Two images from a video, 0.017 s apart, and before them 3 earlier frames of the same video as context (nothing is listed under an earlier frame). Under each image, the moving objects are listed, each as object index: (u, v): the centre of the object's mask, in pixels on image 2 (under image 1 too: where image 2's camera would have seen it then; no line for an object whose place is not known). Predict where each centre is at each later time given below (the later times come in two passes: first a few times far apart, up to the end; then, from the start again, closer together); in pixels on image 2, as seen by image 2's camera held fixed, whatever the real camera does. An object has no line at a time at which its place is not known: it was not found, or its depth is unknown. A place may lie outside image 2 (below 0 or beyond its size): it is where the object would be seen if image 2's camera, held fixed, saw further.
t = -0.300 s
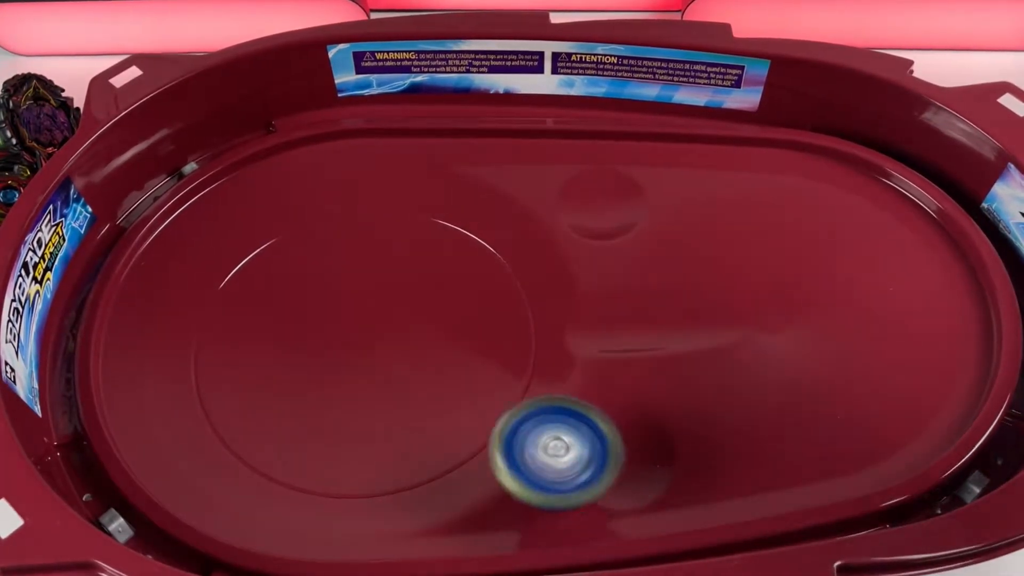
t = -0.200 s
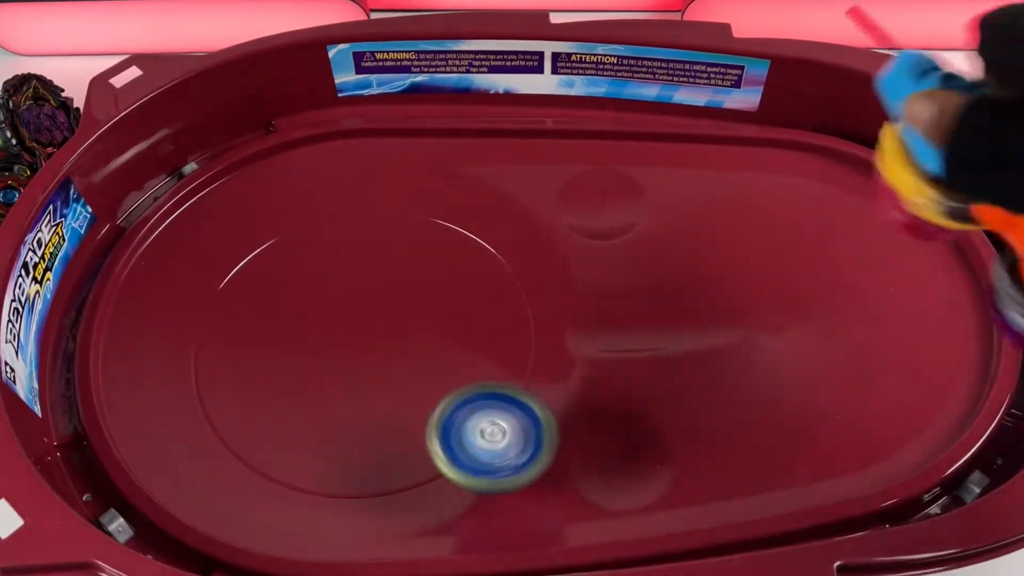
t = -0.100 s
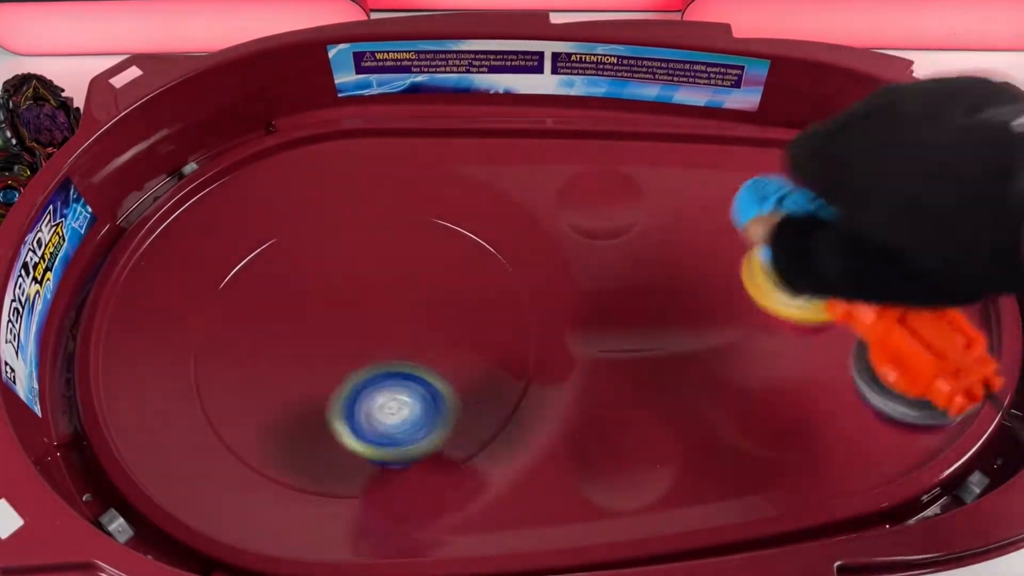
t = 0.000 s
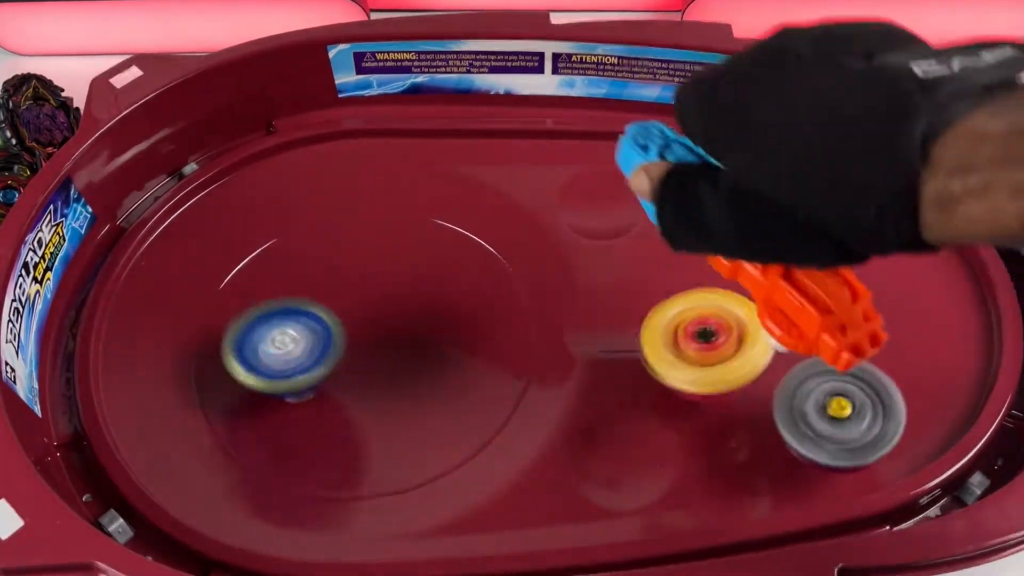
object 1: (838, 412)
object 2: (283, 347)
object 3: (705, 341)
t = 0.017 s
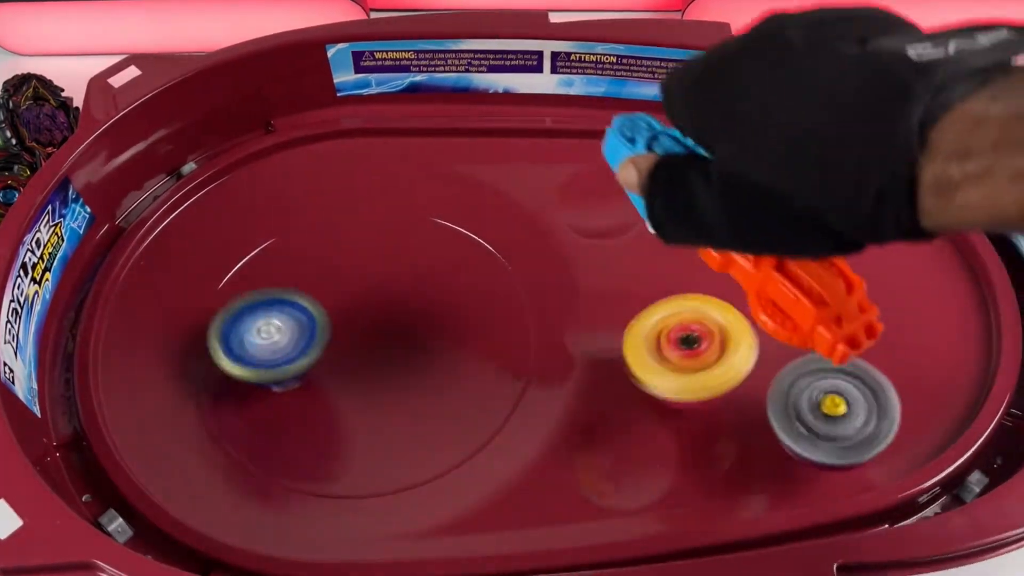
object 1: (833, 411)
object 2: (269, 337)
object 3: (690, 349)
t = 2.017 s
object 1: (367, 363)
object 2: (303, 194)
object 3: (197, 255)
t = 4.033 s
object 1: (638, 286)
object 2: (417, 241)
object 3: (154, 296)
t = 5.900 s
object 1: (146, 306)
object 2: (296, 391)
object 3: (477, 321)
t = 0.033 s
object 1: (827, 410)
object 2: (256, 325)
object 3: (672, 358)
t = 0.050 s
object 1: (819, 415)
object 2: (245, 311)
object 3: (653, 371)
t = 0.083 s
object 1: (803, 419)
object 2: (227, 283)
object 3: (616, 387)
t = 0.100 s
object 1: (797, 416)
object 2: (221, 270)
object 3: (597, 397)
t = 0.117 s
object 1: (789, 416)
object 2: (216, 257)
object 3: (578, 406)
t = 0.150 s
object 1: (773, 420)
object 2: (212, 234)
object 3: (542, 428)
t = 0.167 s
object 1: (766, 420)
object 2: (213, 223)
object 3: (524, 441)
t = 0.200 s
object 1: (753, 419)
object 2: (219, 207)
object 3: (485, 463)
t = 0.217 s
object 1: (748, 419)
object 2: (225, 201)
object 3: (466, 473)
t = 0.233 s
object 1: (743, 419)
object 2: (232, 196)
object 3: (446, 481)
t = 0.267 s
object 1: (734, 421)
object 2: (252, 191)
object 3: (407, 496)
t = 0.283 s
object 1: (729, 423)
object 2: (263, 190)
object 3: (387, 498)
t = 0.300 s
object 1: (725, 423)
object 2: (276, 191)
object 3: (369, 496)
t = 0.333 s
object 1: (716, 428)
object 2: (304, 197)
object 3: (334, 490)
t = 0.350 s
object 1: (712, 431)
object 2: (319, 200)
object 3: (319, 483)
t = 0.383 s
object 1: (702, 436)
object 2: (352, 213)
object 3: (291, 468)
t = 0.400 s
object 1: (697, 439)
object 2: (368, 220)
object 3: (279, 459)
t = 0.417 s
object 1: (692, 443)
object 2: (384, 228)
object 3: (268, 447)
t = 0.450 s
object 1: (681, 449)
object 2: (418, 246)
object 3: (251, 421)
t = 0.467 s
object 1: (676, 451)
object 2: (434, 256)
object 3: (244, 406)
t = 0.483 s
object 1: (670, 454)
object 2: (449, 267)
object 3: (238, 391)
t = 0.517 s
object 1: (654, 457)
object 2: (476, 291)
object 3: (231, 359)
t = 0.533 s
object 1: (645, 457)
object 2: (487, 304)
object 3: (230, 343)
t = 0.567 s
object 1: (624, 452)
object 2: (505, 331)
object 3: (233, 310)
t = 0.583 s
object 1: (613, 448)
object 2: (510, 345)
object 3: (235, 294)
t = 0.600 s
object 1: (603, 442)
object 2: (514, 359)
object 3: (239, 280)
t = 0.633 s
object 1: (610, 452)
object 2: (497, 367)
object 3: (251, 254)
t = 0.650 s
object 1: (618, 459)
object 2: (484, 372)
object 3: (258, 243)
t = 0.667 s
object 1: (626, 464)
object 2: (473, 380)
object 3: (266, 232)
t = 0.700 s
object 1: (640, 470)
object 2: (448, 396)
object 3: (284, 217)
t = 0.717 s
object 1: (646, 469)
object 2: (431, 397)
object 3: (295, 213)
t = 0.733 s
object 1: (651, 470)
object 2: (413, 401)
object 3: (306, 211)
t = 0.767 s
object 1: (658, 470)
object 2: (373, 402)
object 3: (329, 208)
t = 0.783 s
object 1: (659, 471)
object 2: (353, 400)
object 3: (340, 209)
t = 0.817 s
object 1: (659, 471)
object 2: (311, 391)
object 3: (362, 215)
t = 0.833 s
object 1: (657, 471)
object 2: (290, 386)
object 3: (373, 220)
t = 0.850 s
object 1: (654, 469)
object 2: (271, 378)
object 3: (382, 226)
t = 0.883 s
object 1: (649, 466)
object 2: (236, 359)
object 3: (401, 242)
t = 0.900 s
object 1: (645, 464)
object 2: (221, 348)
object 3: (409, 250)
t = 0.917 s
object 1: (640, 460)
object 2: (207, 336)
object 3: (415, 260)
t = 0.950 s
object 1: (629, 449)
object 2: (185, 313)
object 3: (427, 282)
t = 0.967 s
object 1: (623, 442)
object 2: (177, 301)
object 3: (431, 293)
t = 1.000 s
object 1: (612, 428)
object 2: (167, 277)
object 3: (434, 317)
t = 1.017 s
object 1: (606, 421)
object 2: (167, 266)
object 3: (434, 328)
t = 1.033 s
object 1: (600, 416)
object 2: (168, 256)
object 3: (432, 339)
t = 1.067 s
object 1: (590, 407)
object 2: (176, 237)
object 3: (424, 361)
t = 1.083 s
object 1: (585, 405)
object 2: (183, 230)
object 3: (419, 370)
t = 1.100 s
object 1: (582, 404)
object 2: (192, 222)
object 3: (412, 379)
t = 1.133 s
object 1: (576, 407)
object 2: (217, 213)
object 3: (398, 393)
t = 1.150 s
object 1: (573, 410)
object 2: (231, 209)
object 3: (390, 400)
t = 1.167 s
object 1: (572, 413)
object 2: (247, 207)
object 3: (382, 405)
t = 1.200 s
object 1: (570, 423)
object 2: (281, 206)
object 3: (368, 413)
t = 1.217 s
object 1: (570, 429)
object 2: (299, 206)
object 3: (361, 416)
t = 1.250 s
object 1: (574, 441)
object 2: (337, 210)
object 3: (348, 419)
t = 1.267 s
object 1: (576, 447)
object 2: (356, 213)
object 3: (342, 420)
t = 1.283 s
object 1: (580, 452)
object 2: (376, 216)
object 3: (336, 420)
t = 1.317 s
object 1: (588, 463)
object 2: (415, 225)
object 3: (327, 418)
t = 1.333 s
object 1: (591, 467)
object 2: (434, 231)
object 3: (322, 416)
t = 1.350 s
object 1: (593, 471)
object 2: (451, 239)
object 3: (319, 414)
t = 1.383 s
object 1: (595, 478)
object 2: (482, 257)
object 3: (313, 407)
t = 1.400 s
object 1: (594, 481)
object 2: (495, 267)
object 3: (311, 403)
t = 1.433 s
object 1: (588, 480)
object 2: (516, 291)
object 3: (308, 394)
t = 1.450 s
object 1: (585, 479)
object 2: (524, 304)
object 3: (307, 389)
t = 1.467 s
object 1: (581, 477)
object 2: (527, 317)
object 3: (307, 384)
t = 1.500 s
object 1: (569, 473)
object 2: (530, 346)
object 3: (307, 373)
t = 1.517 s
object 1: (562, 470)
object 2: (527, 361)
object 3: (308, 368)
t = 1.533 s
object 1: (558, 486)
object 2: (519, 364)
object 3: (309, 362)
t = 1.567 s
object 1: (547, 500)
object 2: (496, 352)
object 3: (311, 350)
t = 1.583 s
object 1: (540, 488)
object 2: (481, 348)
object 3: (313, 344)
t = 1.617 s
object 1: (524, 461)
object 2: (448, 337)
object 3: (317, 333)
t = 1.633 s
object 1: (517, 448)
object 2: (432, 331)
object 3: (319, 326)
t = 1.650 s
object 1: (509, 435)
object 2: (431, 325)
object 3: (305, 317)
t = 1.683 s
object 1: (493, 416)
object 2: (431, 315)
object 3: (275, 300)
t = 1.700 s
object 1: (484, 407)
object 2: (430, 311)
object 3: (261, 292)
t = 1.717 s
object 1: (472, 395)
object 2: (428, 307)
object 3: (248, 283)
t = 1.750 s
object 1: (453, 379)
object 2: (416, 291)
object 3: (226, 269)
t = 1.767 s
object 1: (445, 376)
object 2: (409, 279)
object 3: (217, 261)
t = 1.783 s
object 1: (437, 373)
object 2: (401, 267)
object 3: (209, 257)
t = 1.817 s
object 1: (418, 365)
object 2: (383, 245)
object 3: (198, 249)
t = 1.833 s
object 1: (408, 361)
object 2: (374, 237)
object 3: (195, 247)
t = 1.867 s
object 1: (389, 352)
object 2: (357, 219)
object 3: (193, 247)
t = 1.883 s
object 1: (380, 349)
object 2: (348, 212)
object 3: (194, 249)
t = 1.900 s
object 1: (370, 345)
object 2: (340, 206)
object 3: (197, 252)
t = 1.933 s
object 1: (350, 337)
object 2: (324, 199)
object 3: (207, 261)
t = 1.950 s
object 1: (340, 333)
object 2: (318, 197)
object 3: (214, 266)
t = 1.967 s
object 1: (331, 330)
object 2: (312, 196)
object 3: (222, 273)
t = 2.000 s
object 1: (343, 344)
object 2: (303, 197)
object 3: (215, 264)
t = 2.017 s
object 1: (367, 363)
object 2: (303, 194)
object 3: (197, 255)
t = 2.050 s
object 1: (413, 395)
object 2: (304, 193)
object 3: (165, 235)
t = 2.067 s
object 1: (434, 408)
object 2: (307, 194)
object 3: (155, 227)
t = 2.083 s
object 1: (454, 421)
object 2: (310, 196)
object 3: (149, 221)
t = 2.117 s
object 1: (490, 440)
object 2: (316, 205)
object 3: (142, 220)
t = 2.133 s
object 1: (506, 448)
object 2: (320, 211)
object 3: (141, 221)
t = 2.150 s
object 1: (523, 460)
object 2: (325, 218)
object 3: (141, 222)
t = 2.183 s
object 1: (555, 484)
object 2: (335, 235)
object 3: (148, 230)
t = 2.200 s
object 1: (570, 492)
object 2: (340, 246)
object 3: (154, 235)
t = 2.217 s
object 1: (585, 501)
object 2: (346, 256)
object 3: (163, 245)
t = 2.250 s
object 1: (610, 496)
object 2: (358, 278)
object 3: (185, 263)
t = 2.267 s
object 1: (622, 493)
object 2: (363, 291)
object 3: (200, 272)
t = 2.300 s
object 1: (645, 483)
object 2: (374, 314)
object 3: (232, 292)
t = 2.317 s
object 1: (656, 479)
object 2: (378, 326)
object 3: (251, 301)
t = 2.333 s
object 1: (667, 472)
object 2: (382, 337)
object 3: (269, 312)
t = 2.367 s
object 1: (684, 459)
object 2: (412, 357)
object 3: (286, 324)
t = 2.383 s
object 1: (692, 452)
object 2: (429, 367)
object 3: (291, 330)
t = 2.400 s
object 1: (698, 446)
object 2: (444, 377)
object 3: (298, 335)
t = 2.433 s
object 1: (708, 434)
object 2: (471, 391)
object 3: (313, 344)
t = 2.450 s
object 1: (711, 429)
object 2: (482, 399)
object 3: (321, 348)
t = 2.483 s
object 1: (714, 420)
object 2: (497, 409)
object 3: (338, 353)
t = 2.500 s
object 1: (714, 416)
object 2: (502, 414)
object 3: (346, 354)
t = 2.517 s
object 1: (713, 413)
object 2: (505, 418)
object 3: (357, 354)
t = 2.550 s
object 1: (711, 406)
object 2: (505, 425)
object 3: (372, 355)
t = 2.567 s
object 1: (710, 403)
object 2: (503, 429)
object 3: (381, 354)
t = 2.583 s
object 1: (709, 400)
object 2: (497, 431)
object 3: (389, 353)
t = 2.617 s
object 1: (709, 393)
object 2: (484, 433)
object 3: (404, 348)
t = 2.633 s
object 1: (708, 391)
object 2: (475, 434)
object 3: (411, 346)
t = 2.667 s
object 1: (709, 384)
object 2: (450, 432)
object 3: (422, 338)
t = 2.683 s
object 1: (709, 382)
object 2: (436, 430)
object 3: (427, 334)
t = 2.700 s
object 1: (710, 379)
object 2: (419, 427)
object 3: (431, 331)
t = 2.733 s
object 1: (712, 373)
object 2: (386, 414)
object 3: (437, 323)
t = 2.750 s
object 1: (713, 370)
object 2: (368, 407)
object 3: (438, 319)
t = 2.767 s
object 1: (714, 367)
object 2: (351, 397)
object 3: (438, 315)
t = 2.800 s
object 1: (716, 361)
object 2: (317, 373)
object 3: (438, 307)
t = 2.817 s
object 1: (717, 358)
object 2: (300, 361)
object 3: (436, 303)
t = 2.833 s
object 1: (717, 356)
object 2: (285, 346)
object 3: (434, 300)
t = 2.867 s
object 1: (720, 351)
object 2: (259, 315)
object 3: (427, 292)
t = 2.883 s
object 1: (721, 348)
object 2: (248, 300)
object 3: (423, 290)
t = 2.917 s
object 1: (724, 343)
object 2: (231, 267)
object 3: (413, 285)
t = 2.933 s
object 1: (726, 341)
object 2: (225, 254)
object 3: (408, 283)
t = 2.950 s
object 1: (727, 339)
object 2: (221, 239)
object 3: (402, 281)
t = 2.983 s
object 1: (731, 334)
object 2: (217, 212)
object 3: (390, 279)
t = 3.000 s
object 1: (732, 332)
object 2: (218, 201)
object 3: (383, 279)
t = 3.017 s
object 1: (733, 329)
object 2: (221, 191)
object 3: (378, 279)
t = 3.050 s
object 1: (736, 326)
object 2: (230, 176)
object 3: (367, 279)
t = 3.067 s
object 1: (738, 324)
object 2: (237, 170)
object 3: (362, 281)
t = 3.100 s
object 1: (742, 320)
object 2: (254, 163)
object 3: (354, 283)
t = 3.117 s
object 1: (744, 319)
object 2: (263, 162)
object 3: (350, 286)
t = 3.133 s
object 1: (746, 317)
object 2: (275, 162)
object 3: (348, 287)
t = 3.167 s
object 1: (751, 314)
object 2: (299, 167)
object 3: (344, 294)
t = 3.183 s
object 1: (752, 312)
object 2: (313, 172)
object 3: (342, 297)
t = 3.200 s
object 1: (755, 310)
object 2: (326, 177)
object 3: (342, 301)
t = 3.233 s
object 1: (760, 308)
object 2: (355, 192)
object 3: (343, 309)
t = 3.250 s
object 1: (764, 306)
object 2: (370, 201)
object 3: (345, 313)
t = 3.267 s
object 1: (767, 305)
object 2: (384, 211)
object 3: (348, 317)
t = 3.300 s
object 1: (774, 302)
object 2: (412, 232)
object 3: (353, 326)
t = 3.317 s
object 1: (777, 300)
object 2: (425, 243)
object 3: (357, 330)
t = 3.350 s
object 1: (782, 295)
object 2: (455, 250)
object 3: (354, 352)
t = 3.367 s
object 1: (783, 292)
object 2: (469, 254)
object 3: (352, 365)
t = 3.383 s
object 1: (784, 289)
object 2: (482, 259)
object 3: (350, 375)
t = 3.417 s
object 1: (782, 283)
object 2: (502, 272)
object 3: (349, 395)
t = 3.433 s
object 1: (781, 280)
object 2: (508, 280)
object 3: (348, 403)
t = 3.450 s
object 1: (778, 277)
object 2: (514, 288)
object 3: (348, 410)
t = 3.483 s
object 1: (771, 272)
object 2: (517, 306)
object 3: (350, 424)
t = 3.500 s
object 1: (767, 271)
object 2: (517, 317)
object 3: (350, 429)
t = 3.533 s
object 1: (759, 271)
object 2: (508, 339)
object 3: (353, 436)
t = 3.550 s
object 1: (755, 271)
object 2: (501, 349)
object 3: (354, 439)
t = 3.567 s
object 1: (751, 272)
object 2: (492, 361)
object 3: (355, 440)
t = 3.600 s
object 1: (743, 274)
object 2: (469, 381)
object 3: (359, 440)
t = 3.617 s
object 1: (738, 277)
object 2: (465, 385)
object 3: (346, 442)
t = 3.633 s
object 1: (734, 280)
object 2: (464, 386)
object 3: (328, 446)
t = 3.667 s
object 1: (724, 287)
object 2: (455, 388)
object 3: (297, 448)
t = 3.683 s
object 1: (719, 290)
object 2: (450, 389)
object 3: (281, 447)
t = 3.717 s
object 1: (709, 297)
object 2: (434, 389)
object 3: (253, 442)
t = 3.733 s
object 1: (704, 299)
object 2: (425, 388)
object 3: (241, 438)
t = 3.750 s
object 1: (699, 301)
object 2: (413, 386)
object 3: (232, 431)
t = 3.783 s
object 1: (690, 303)
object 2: (393, 381)
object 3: (217, 417)
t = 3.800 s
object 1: (686, 302)
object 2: (381, 377)
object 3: (211, 409)
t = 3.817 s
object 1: (681, 302)
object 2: (371, 372)
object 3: (208, 400)
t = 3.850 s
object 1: (673, 300)
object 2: (348, 360)
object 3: (209, 381)
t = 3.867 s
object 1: (669, 298)
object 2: (338, 353)
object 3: (212, 372)
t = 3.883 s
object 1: (666, 296)
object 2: (331, 345)
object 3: (214, 363)
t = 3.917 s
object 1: (662, 291)
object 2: (344, 322)
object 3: (190, 345)
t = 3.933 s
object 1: (659, 290)
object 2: (355, 310)
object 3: (178, 336)
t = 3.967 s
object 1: (653, 287)
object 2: (376, 284)
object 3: (161, 320)
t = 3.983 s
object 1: (650, 287)
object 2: (387, 272)
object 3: (156, 312)
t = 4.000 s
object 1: (646, 286)
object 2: (397, 260)
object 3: (153, 305)
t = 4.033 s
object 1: (638, 286)
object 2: (417, 241)
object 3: (154, 296)
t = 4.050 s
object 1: (634, 287)
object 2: (425, 231)
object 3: (158, 292)
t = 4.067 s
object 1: (628, 288)
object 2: (433, 224)
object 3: (163, 289)
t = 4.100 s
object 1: (619, 291)
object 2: (447, 212)
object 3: (181, 287)
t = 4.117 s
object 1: (615, 292)
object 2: (454, 208)
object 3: (192, 287)
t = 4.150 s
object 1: (606, 294)
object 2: (463, 204)
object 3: (220, 291)
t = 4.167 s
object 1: (601, 295)
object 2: (467, 205)
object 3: (235, 293)
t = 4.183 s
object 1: (597, 296)
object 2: (469, 206)
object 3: (253, 296)
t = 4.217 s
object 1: (590, 297)
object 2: (472, 214)
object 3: (290, 303)
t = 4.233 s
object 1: (587, 297)
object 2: (471, 219)
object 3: (308, 306)
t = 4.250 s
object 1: (584, 297)
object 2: (470, 226)
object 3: (328, 310)
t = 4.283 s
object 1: (577, 298)
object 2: (465, 242)
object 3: (365, 317)
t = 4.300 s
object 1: (575, 298)
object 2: (465, 250)
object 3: (378, 325)
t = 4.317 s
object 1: (573, 298)
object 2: (473, 248)
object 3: (379, 339)
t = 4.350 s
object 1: (568, 296)
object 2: (489, 238)
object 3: (373, 372)
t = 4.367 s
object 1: (564, 297)
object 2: (495, 235)
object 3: (368, 387)
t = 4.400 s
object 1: (565, 310)
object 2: (496, 221)
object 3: (361, 416)
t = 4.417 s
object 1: (565, 318)
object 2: (495, 213)
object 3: (356, 429)
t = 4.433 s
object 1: (562, 326)
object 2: (491, 206)
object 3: (352, 440)
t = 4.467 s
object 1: (550, 342)
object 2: (480, 198)
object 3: (344, 459)
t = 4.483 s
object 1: (542, 350)
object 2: (473, 196)
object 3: (341, 467)
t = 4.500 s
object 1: (532, 357)
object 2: (464, 196)
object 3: (337, 473)
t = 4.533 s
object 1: (506, 370)
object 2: (445, 199)
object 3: (332, 482)
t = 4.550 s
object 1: (492, 376)
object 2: (434, 201)
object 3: (329, 484)
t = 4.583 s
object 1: (460, 385)
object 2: (410, 211)
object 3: (326, 485)
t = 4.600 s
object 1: (443, 387)
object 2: (397, 217)
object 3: (324, 484)
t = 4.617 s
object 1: (425, 390)
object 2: (383, 225)
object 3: (323, 480)
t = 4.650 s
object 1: (392, 388)
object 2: (355, 241)
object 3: (323, 471)
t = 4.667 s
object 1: (378, 382)
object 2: (340, 250)
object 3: (318, 468)
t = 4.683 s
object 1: (371, 373)
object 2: (326, 261)
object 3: (302, 469)
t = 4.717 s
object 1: (364, 350)
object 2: (297, 282)
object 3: (276, 467)
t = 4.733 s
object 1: (367, 350)
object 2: (276, 282)
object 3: (263, 466)
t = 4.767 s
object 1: (382, 355)
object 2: (233, 275)
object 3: (240, 453)
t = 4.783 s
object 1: (388, 357)
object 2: (213, 273)
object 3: (233, 448)
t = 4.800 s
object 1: (395, 361)
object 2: (194, 270)
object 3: (227, 439)
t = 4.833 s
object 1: (406, 367)
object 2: (162, 266)
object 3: (220, 419)
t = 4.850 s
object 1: (409, 369)
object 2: (152, 262)
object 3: (218, 409)
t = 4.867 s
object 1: (413, 372)
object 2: (145, 264)
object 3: (217, 400)
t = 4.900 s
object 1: (417, 376)
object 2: (139, 269)
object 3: (223, 379)
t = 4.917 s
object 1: (418, 379)
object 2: (140, 272)
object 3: (229, 366)
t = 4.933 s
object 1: (418, 380)
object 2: (141, 276)
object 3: (235, 354)
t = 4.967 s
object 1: (417, 384)
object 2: (149, 285)
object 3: (250, 332)
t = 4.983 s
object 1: (416, 385)
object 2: (155, 292)
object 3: (262, 323)
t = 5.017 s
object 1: (411, 387)
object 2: (164, 305)
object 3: (293, 304)
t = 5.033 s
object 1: (409, 388)
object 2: (171, 307)
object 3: (309, 298)
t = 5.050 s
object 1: (406, 388)
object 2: (181, 311)
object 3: (326, 292)
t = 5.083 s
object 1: (398, 388)
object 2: (204, 321)
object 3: (360, 278)
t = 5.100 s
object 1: (394, 387)
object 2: (219, 326)
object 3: (375, 272)
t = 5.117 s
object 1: (388, 386)
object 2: (234, 329)
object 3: (390, 270)
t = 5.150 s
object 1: (379, 383)
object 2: (269, 336)
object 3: (419, 261)
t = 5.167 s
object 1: (374, 383)
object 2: (286, 338)
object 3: (429, 259)
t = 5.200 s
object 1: (388, 388)
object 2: (301, 326)
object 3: (451, 257)
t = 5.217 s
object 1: (395, 393)
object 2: (309, 322)
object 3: (460, 257)
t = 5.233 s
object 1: (401, 396)
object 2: (316, 318)
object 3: (466, 259)
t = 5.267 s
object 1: (409, 401)
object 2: (333, 305)
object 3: (476, 263)
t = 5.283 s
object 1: (413, 402)
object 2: (340, 299)
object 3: (479, 266)
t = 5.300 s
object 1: (414, 403)
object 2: (349, 292)
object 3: (478, 271)
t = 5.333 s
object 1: (414, 404)
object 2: (364, 282)
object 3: (478, 282)
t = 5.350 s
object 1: (411, 403)
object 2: (369, 276)
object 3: (475, 286)
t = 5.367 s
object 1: (409, 403)
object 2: (370, 274)
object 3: (474, 291)
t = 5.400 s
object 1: (402, 401)
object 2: (368, 269)
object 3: (477, 301)
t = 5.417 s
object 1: (398, 399)
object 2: (367, 266)
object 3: (476, 307)
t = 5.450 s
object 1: (385, 397)
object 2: (364, 264)
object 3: (470, 319)
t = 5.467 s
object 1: (371, 397)
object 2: (361, 264)
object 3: (476, 319)
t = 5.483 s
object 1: (353, 397)
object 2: (359, 264)
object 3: (478, 318)
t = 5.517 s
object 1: (317, 395)
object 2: (354, 268)
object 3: (484, 321)
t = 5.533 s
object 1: (300, 394)
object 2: (350, 269)
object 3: (487, 319)
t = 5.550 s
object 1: (285, 390)
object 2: (348, 272)
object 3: (484, 320)
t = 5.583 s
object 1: (258, 382)
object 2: (342, 280)
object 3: (479, 322)
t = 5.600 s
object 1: (246, 377)
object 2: (339, 283)
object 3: (476, 321)
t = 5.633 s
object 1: (228, 367)
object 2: (333, 294)
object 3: (462, 324)
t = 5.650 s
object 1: (220, 362)
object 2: (329, 299)
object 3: (455, 328)
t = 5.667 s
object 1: (214, 357)
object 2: (328, 305)
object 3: (447, 327)
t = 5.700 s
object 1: (207, 347)
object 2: (321, 318)
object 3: (428, 331)
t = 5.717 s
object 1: (201, 343)
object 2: (313, 333)
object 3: (429, 330)
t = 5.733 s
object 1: (176, 329)
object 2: (311, 337)
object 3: (434, 327)
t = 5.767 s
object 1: (128, 310)
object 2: (302, 352)
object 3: (453, 323)
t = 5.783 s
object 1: (107, 302)
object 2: (301, 359)
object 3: (459, 323)
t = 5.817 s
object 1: (74, 290)
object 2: (297, 372)
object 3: (471, 320)
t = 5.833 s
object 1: (81, 289)
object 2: (294, 381)
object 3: (475, 319)
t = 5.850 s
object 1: (95, 290)
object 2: (293, 380)
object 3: (476, 319)
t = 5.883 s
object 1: (127, 301)
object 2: (294, 389)
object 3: (478, 320)
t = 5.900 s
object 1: (146, 306)
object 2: (296, 391)
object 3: (477, 321)
